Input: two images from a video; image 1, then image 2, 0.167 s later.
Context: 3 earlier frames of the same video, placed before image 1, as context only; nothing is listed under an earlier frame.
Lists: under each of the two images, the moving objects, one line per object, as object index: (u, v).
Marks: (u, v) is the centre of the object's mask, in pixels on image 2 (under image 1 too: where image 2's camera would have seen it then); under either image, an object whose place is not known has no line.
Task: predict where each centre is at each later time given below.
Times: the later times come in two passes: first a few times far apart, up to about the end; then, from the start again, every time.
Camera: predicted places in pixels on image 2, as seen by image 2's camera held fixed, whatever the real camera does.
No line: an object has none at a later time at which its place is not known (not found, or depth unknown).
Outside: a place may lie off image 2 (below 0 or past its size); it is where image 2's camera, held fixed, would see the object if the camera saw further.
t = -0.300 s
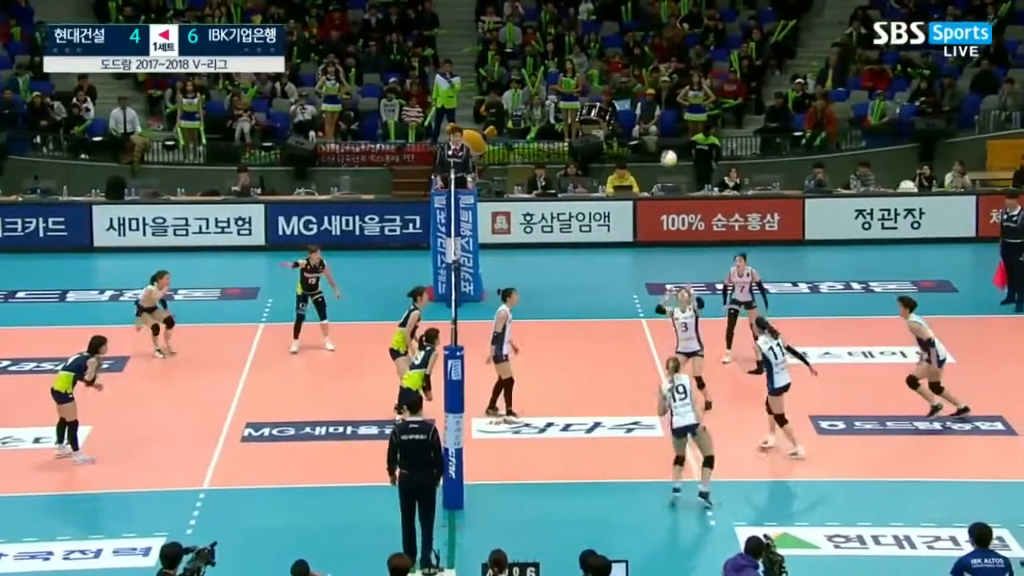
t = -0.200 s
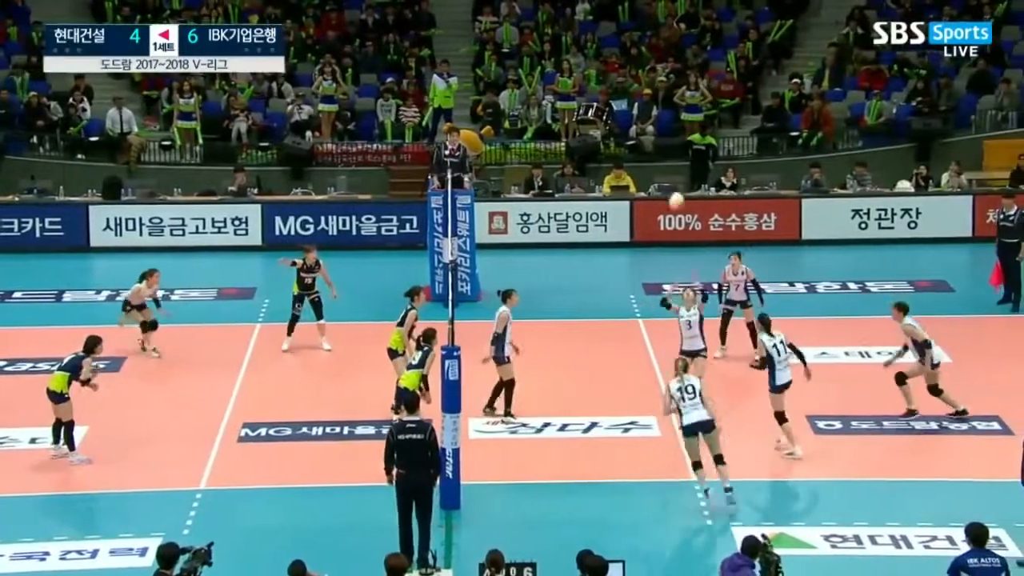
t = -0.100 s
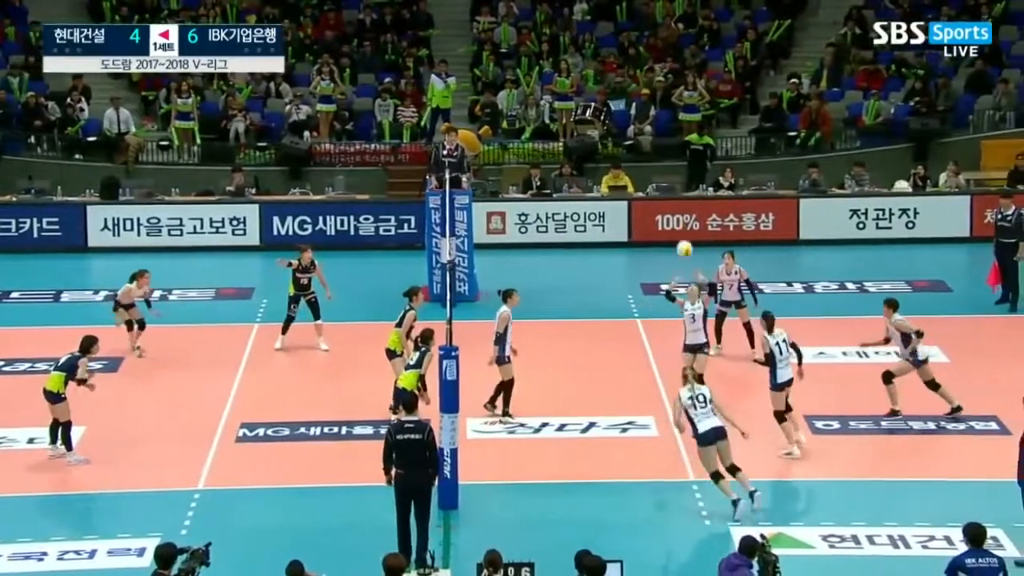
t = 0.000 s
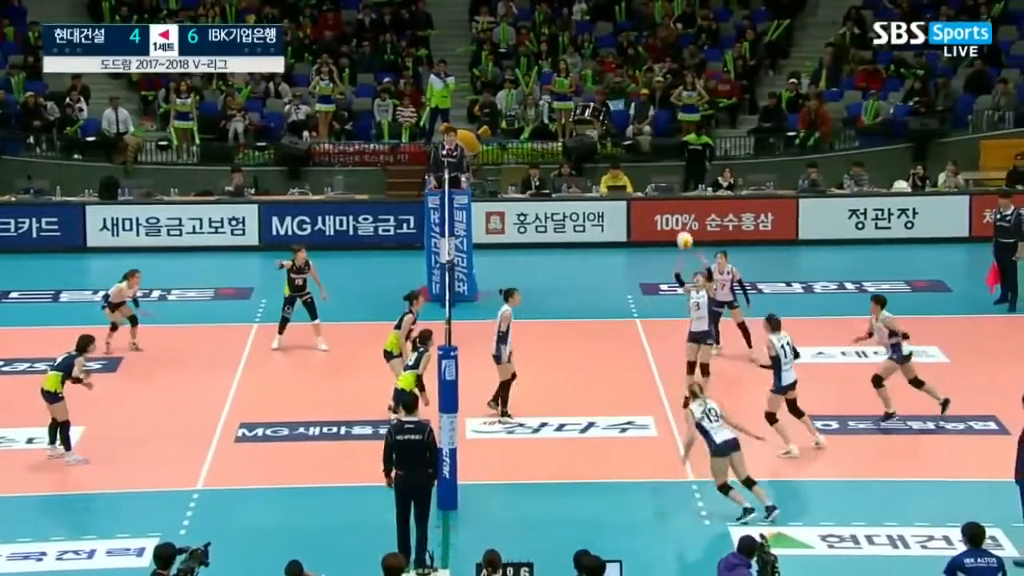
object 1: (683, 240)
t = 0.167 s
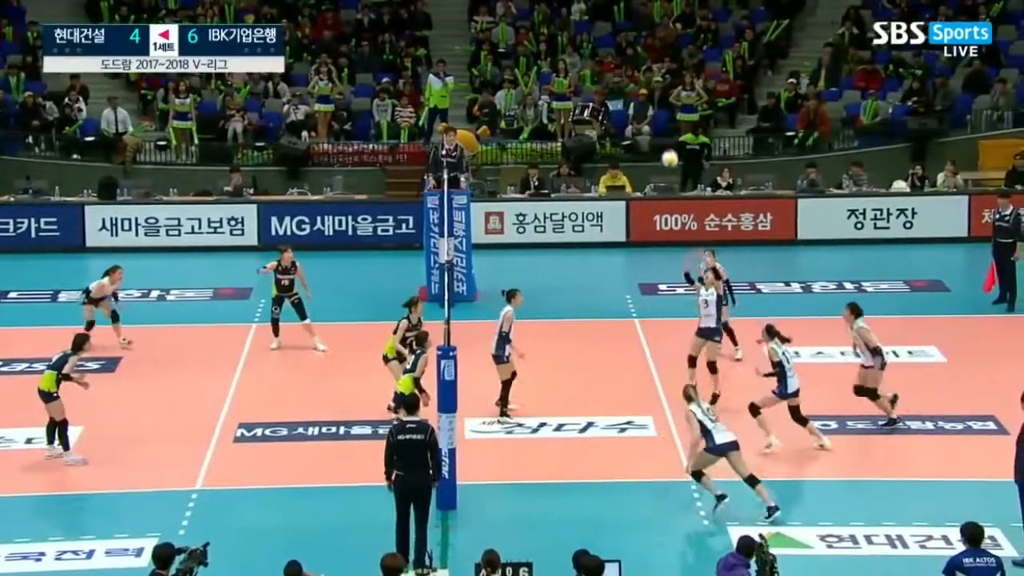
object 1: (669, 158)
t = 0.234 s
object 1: (665, 131)
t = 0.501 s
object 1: (645, 55)
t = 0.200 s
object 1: (667, 144)
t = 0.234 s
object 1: (665, 131)
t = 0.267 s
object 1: (662, 119)
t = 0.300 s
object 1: (659, 107)
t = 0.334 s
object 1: (657, 96)
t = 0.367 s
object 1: (654, 87)
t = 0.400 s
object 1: (652, 78)
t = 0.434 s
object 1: (650, 69)
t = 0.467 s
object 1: (647, 61)
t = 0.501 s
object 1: (645, 55)
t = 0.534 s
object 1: (642, 49)
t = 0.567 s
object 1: (640, 44)
